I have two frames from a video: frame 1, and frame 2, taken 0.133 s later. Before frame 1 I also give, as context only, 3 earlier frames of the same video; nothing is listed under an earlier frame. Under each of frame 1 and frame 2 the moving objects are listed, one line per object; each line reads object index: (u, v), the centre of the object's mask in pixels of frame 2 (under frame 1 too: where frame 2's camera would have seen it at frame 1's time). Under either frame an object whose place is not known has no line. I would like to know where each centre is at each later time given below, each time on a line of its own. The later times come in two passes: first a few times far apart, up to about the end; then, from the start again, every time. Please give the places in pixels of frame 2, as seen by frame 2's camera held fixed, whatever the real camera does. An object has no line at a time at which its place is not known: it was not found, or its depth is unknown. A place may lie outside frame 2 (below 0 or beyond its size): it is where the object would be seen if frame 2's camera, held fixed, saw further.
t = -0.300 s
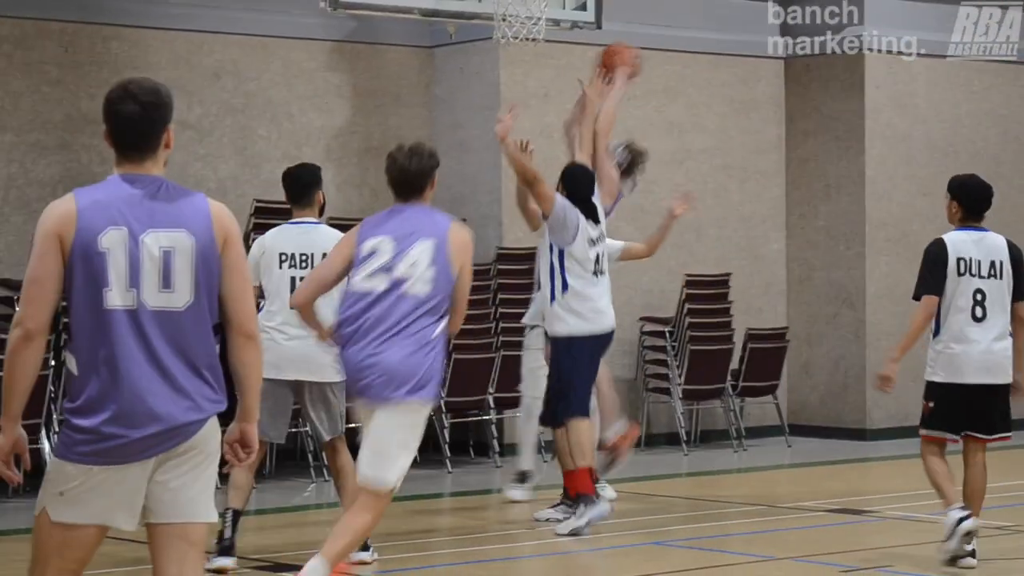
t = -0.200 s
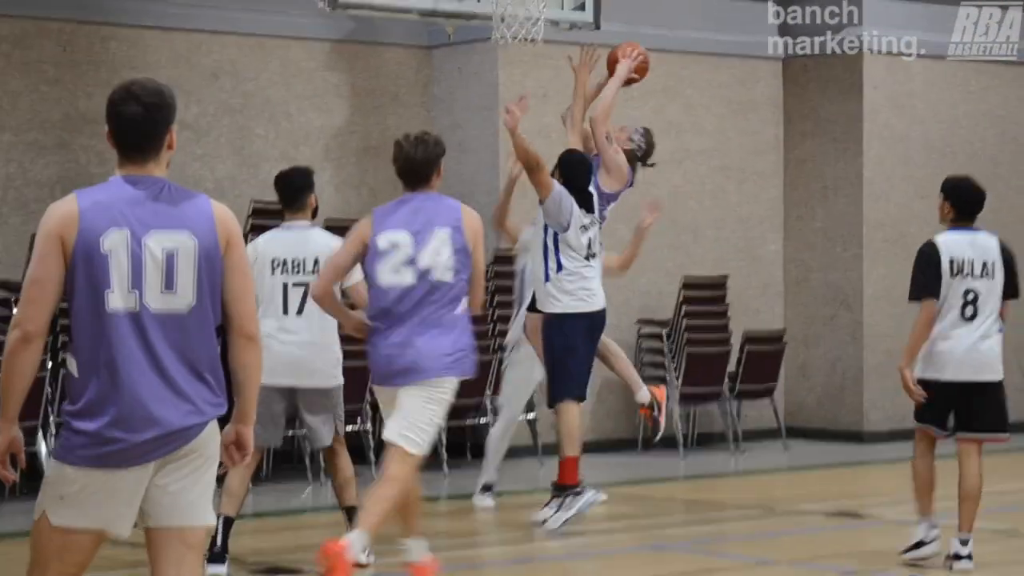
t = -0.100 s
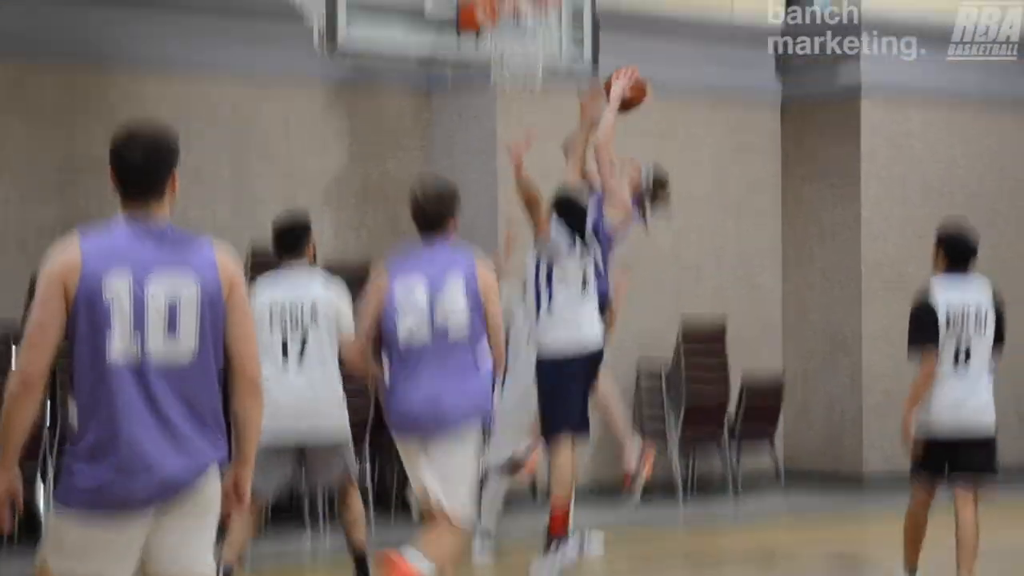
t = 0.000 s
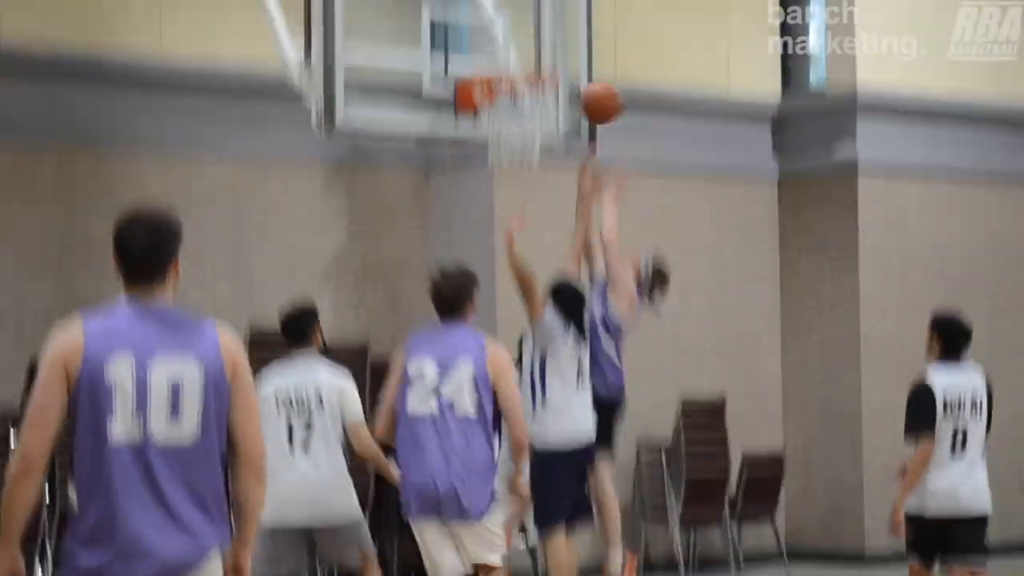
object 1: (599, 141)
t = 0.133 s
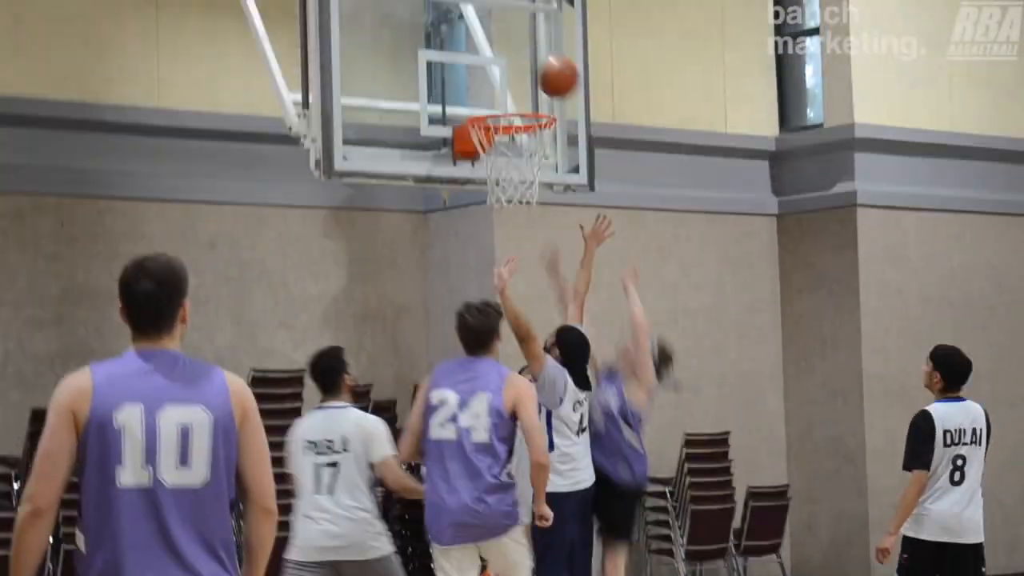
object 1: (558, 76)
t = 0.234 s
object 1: (547, 54)
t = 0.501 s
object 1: (539, 86)
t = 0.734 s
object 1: (522, 75)
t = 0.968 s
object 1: (503, 129)
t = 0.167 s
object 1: (550, 66)
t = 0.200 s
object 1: (548, 59)
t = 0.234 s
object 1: (547, 54)
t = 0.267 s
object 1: (546, 51)
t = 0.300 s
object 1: (545, 50)
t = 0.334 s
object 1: (543, 51)
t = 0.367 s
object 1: (542, 54)
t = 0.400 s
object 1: (541, 59)
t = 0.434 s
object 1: (541, 66)
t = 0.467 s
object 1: (540, 75)
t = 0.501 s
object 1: (539, 86)
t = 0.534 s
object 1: (538, 96)
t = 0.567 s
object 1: (536, 96)
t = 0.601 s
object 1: (532, 89)
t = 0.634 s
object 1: (529, 82)
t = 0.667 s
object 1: (526, 78)
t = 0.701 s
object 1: (524, 75)
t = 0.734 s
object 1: (522, 75)
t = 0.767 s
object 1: (519, 77)
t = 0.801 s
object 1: (516, 81)
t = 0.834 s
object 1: (514, 85)
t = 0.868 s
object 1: (512, 92)
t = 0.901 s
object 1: (509, 98)
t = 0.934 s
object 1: (507, 114)
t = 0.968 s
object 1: (503, 129)
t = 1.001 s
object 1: (503, 142)
